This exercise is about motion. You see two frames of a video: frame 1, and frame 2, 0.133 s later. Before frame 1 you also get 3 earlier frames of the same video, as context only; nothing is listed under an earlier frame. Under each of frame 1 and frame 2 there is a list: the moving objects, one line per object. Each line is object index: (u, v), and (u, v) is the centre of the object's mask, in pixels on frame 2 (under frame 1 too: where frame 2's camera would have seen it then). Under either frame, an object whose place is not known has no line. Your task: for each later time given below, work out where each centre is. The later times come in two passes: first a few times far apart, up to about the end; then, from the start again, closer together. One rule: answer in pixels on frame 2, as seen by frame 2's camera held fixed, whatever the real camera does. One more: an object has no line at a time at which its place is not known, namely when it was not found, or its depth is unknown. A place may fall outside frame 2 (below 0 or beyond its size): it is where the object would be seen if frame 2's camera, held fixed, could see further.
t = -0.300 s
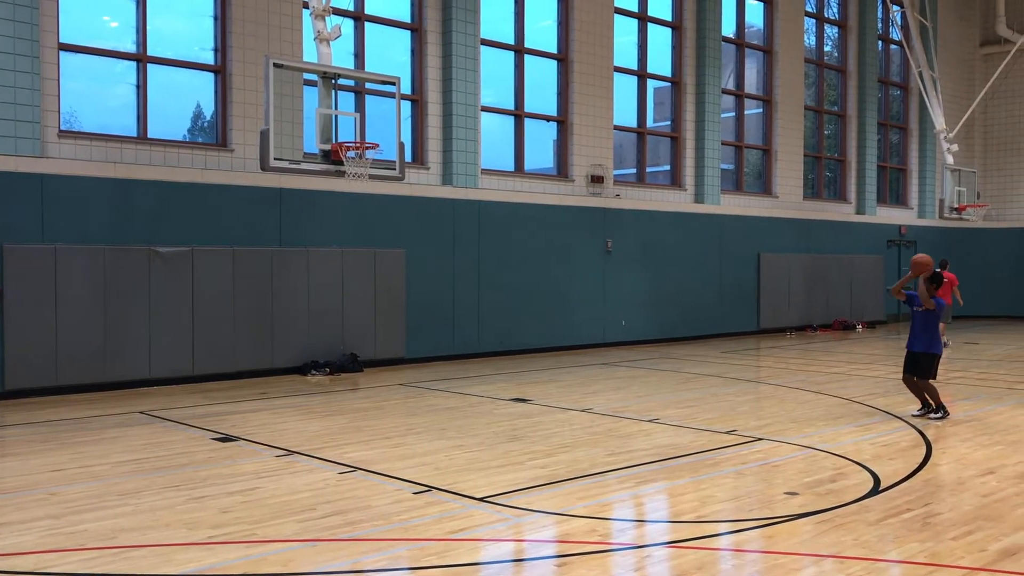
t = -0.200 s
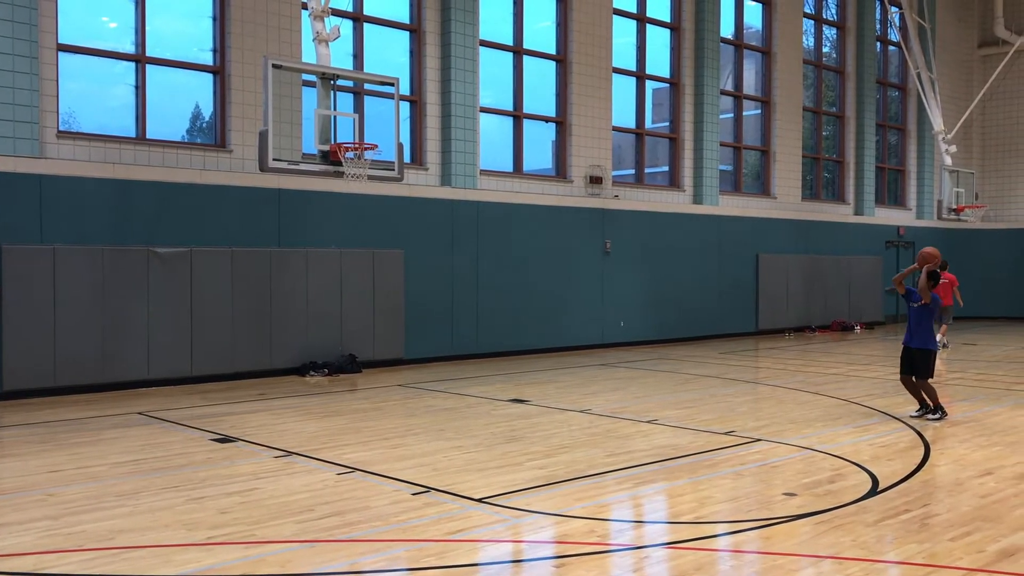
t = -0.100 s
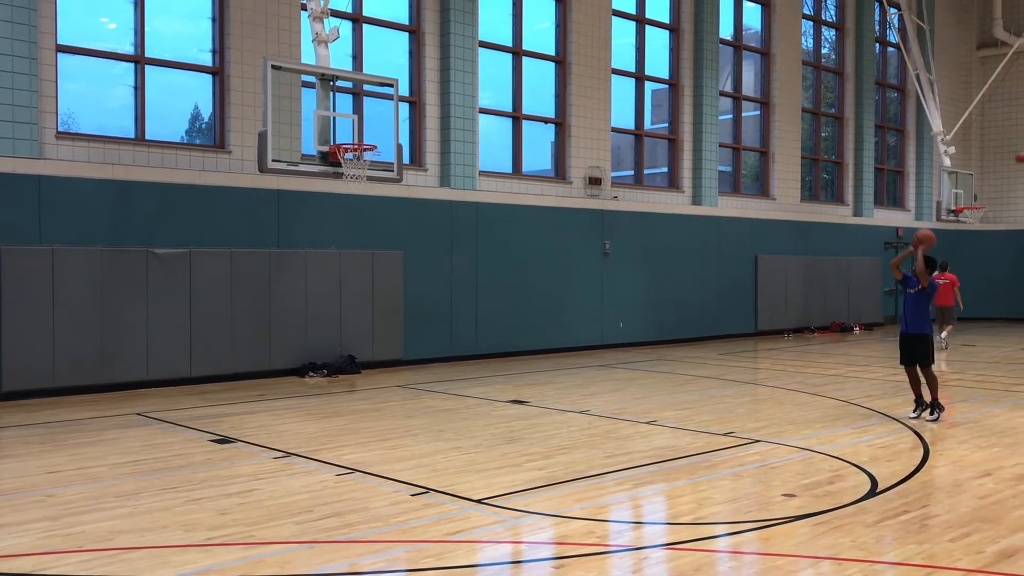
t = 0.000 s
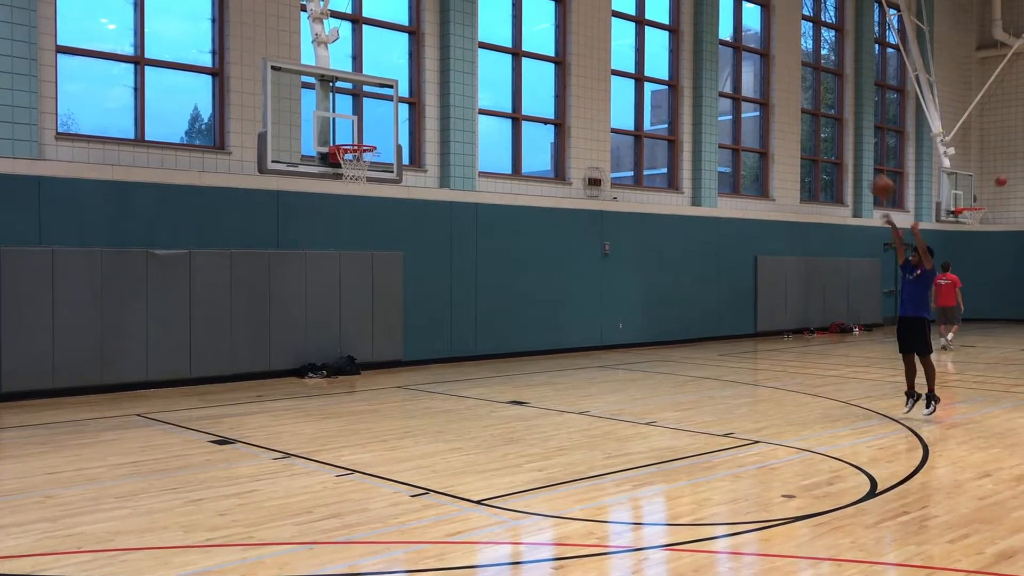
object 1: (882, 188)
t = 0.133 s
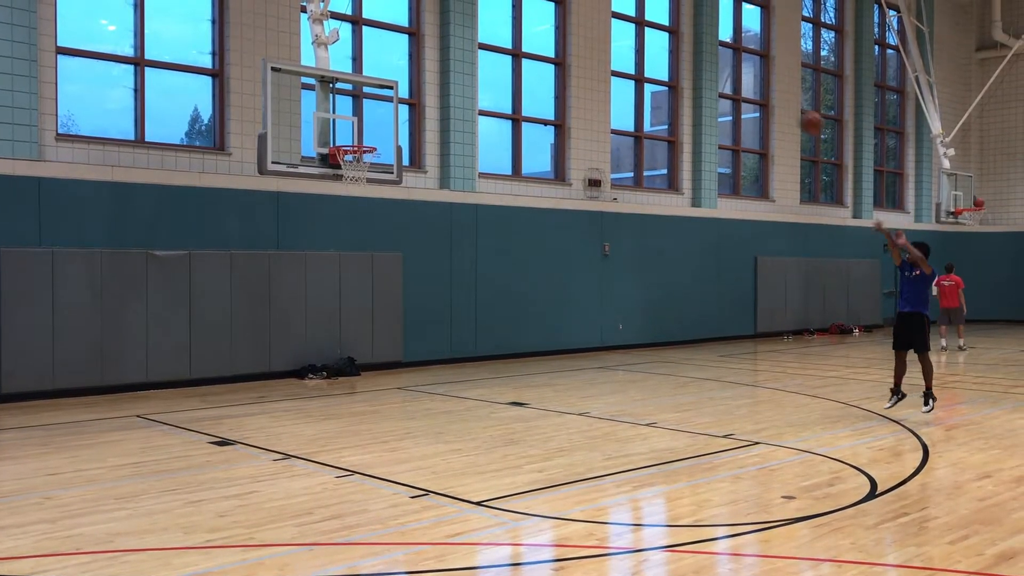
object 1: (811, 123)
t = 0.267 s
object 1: (740, 74)
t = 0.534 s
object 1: (604, 27)
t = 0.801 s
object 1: (475, 41)
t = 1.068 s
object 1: (352, 114)
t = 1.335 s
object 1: (308, 206)
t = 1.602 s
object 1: (297, 361)
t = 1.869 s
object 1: (305, 334)
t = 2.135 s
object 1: (327, 224)
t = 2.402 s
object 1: (354, 187)
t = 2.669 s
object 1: (386, 248)
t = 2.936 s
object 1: (426, 446)
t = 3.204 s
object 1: (474, 424)
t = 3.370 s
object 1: (512, 341)
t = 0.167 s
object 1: (792, 110)
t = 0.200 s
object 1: (776, 97)
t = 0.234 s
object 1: (759, 85)
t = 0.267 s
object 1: (740, 74)
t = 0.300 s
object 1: (723, 65)
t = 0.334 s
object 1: (707, 56)
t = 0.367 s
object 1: (689, 49)
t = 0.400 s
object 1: (674, 43)
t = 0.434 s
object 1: (655, 36)
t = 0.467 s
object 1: (639, 32)
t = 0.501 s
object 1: (622, 29)
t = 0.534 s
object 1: (604, 27)
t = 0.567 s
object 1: (588, 25)
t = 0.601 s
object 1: (572, 25)
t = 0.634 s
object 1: (557, 25)
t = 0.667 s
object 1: (539, 26)
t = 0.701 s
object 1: (523, 29)
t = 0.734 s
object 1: (508, 32)
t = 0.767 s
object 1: (491, 36)
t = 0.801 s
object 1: (475, 41)
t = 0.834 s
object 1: (460, 47)
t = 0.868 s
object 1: (445, 54)
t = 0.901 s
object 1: (428, 61)
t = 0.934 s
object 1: (413, 69)
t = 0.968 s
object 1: (397, 80)
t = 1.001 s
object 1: (382, 91)
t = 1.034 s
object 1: (366, 102)
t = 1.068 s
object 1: (352, 114)
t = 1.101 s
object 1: (337, 128)
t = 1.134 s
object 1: (321, 142)
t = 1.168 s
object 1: (312, 154)
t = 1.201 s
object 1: (311, 161)
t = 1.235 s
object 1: (310, 170)
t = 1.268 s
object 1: (309, 181)
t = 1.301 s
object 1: (308, 193)
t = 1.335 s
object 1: (308, 206)
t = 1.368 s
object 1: (307, 219)
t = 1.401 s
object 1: (306, 234)
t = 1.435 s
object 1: (304, 252)
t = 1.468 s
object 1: (303, 271)
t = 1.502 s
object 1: (302, 291)
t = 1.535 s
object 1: (300, 311)
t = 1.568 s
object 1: (299, 334)
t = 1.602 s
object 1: (297, 361)
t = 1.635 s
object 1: (295, 385)
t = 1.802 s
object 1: (300, 371)
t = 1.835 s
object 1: (302, 352)
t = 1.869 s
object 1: (305, 334)
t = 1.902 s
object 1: (308, 317)
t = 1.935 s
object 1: (310, 300)
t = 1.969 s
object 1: (313, 285)
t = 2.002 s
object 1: (315, 272)
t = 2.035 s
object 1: (318, 258)
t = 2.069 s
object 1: (321, 245)
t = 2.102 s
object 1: (324, 234)
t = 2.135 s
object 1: (327, 224)
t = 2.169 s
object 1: (330, 215)
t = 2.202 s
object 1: (333, 207)
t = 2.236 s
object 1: (336, 200)
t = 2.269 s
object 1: (340, 195)
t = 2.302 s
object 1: (343, 191)
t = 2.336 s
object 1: (346, 188)
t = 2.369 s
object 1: (350, 187)
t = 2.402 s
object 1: (354, 187)
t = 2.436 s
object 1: (357, 189)
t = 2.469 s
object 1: (361, 192)
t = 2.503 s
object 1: (365, 197)
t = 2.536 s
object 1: (369, 203)
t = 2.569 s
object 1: (374, 212)
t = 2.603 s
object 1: (378, 222)
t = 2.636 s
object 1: (383, 234)
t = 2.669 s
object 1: (386, 248)
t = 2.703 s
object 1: (391, 265)
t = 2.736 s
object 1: (396, 283)
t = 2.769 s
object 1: (401, 304)
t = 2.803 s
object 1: (406, 326)
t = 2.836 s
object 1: (411, 352)
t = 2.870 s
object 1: (416, 381)
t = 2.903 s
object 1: (420, 412)
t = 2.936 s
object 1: (426, 446)
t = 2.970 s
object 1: (432, 482)
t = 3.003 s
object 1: (436, 523)
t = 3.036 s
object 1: (443, 542)
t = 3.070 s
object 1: (448, 518)
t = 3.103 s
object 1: (455, 491)
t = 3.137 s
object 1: (461, 467)
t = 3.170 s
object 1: (468, 445)
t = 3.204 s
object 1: (474, 424)
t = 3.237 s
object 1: (481, 404)
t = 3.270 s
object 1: (489, 385)
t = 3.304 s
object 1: (496, 369)
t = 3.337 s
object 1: (504, 354)
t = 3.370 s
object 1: (512, 341)
